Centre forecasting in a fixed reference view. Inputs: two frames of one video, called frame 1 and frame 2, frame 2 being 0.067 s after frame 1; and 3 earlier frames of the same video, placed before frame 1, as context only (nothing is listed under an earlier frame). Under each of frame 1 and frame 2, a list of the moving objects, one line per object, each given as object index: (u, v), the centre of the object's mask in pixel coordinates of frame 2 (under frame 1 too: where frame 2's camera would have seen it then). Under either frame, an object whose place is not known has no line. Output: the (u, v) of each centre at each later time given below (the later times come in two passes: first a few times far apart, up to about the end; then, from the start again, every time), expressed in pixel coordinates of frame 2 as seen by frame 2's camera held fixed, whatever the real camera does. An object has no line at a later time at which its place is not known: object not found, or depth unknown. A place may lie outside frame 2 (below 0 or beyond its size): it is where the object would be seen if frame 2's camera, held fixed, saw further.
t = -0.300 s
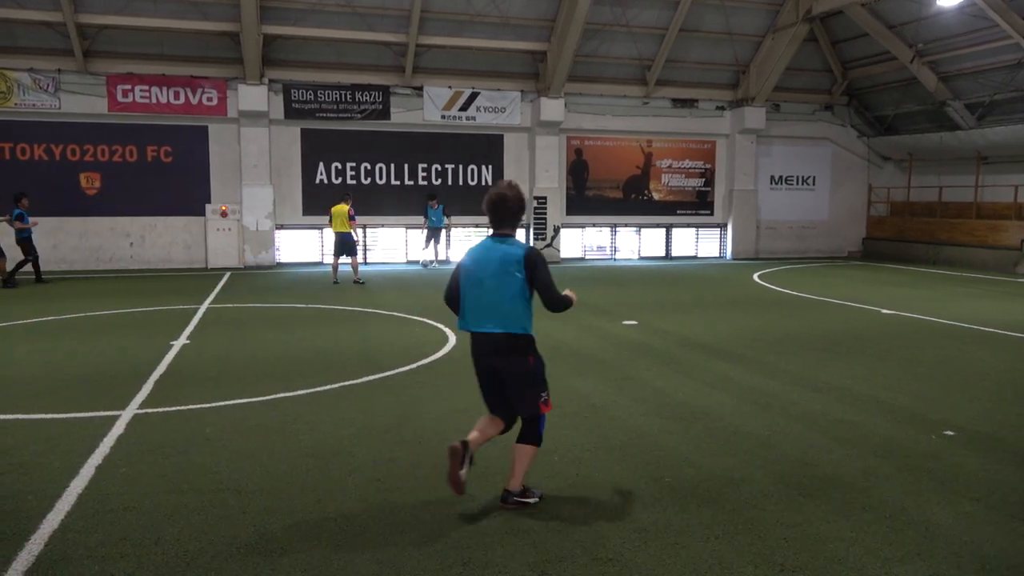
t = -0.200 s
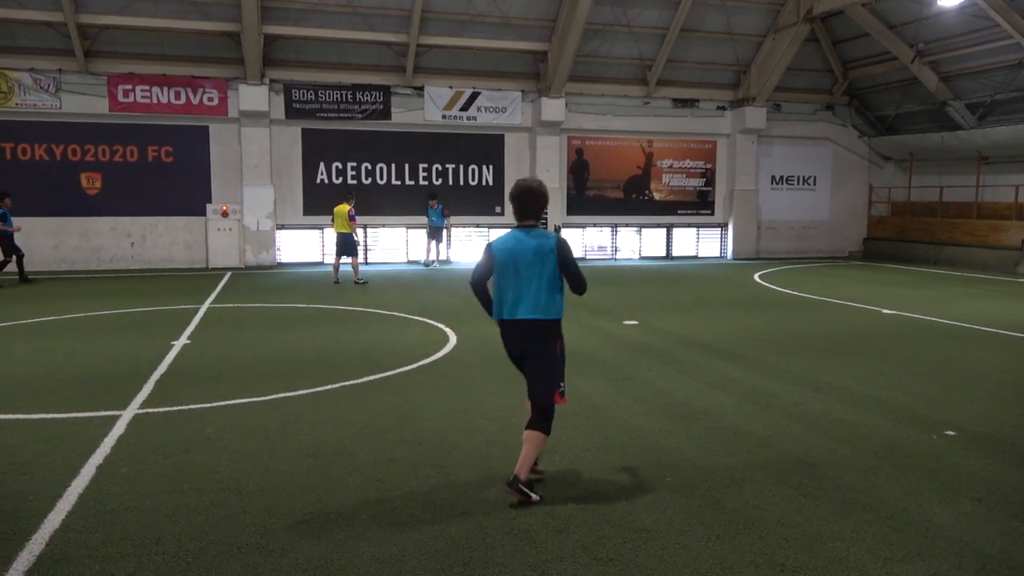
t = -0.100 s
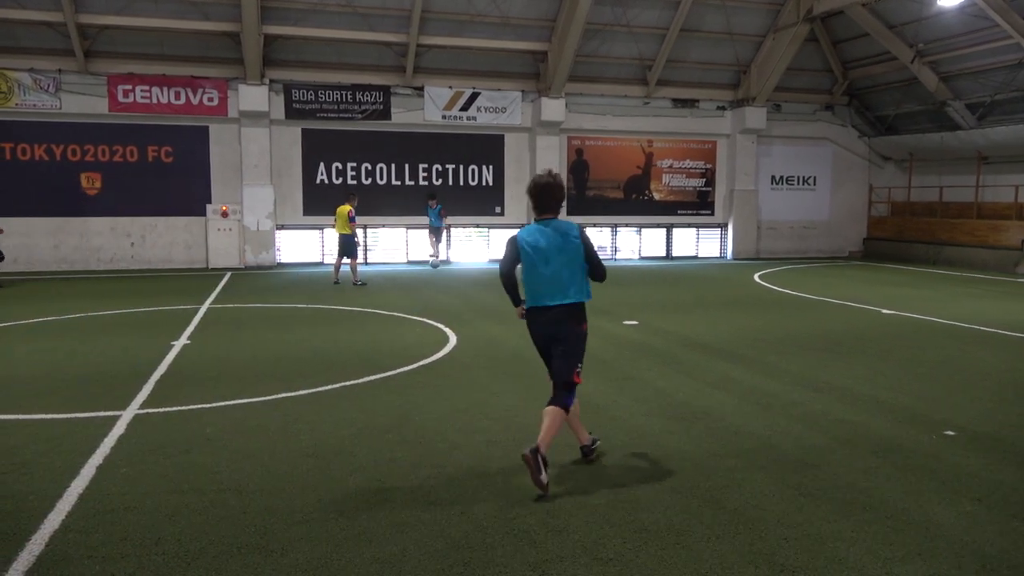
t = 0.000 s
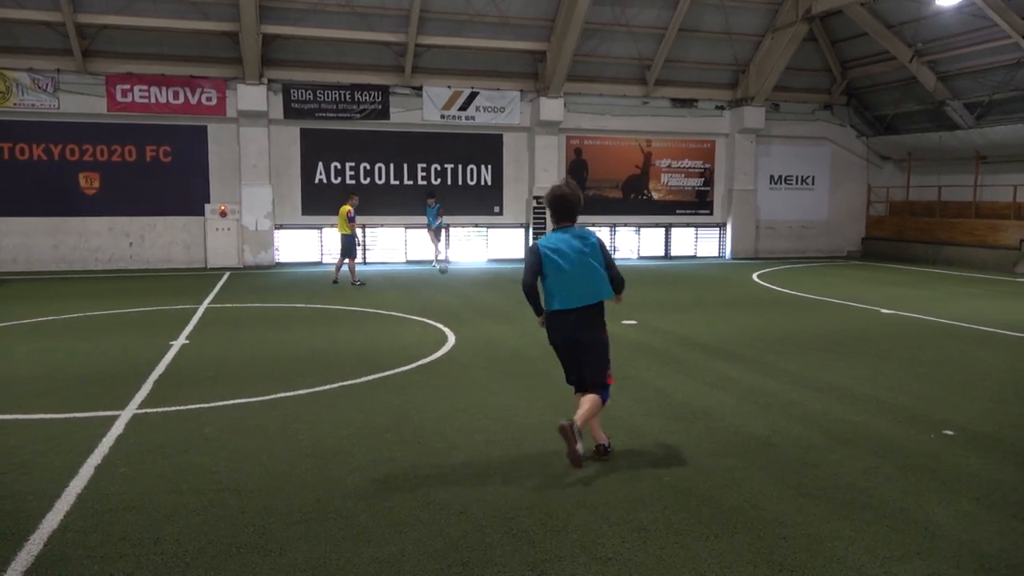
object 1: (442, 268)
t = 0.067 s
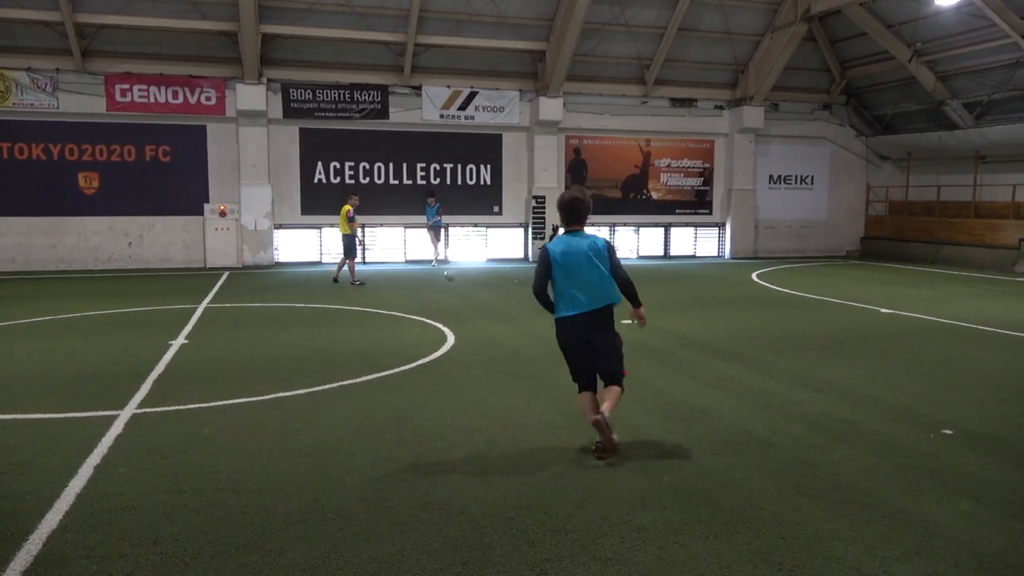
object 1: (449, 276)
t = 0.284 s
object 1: (479, 290)
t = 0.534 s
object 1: (520, 314)
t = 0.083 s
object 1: (452, 278)
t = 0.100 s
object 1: (454, 280)
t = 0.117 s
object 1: (457, 283)
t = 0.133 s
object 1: (459, 283)
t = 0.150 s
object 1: (461, 283)
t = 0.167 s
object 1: (463, 284)
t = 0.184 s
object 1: (465, 284)
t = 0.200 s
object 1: (467, 284)
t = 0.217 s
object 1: (469, 285)
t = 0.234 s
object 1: (471, 286)
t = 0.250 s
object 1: (474, 287)
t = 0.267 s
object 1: (476, 288)
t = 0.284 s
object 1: (479, 290)
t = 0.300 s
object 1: (481, 291)
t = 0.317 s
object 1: (484, 294)
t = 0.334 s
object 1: (486, 296)
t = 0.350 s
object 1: (490, 299)
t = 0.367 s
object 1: (492, 301)
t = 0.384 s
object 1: (495, 303)
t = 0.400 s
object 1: (498, 304)
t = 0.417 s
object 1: (500, 305)
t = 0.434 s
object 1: (503, 305)
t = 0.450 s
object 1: (505, 305)
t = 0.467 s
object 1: (508, 306)
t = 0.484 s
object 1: (511, 308)
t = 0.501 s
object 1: (514, 310)
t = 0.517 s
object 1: (517, 312)
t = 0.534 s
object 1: (520, 314)
